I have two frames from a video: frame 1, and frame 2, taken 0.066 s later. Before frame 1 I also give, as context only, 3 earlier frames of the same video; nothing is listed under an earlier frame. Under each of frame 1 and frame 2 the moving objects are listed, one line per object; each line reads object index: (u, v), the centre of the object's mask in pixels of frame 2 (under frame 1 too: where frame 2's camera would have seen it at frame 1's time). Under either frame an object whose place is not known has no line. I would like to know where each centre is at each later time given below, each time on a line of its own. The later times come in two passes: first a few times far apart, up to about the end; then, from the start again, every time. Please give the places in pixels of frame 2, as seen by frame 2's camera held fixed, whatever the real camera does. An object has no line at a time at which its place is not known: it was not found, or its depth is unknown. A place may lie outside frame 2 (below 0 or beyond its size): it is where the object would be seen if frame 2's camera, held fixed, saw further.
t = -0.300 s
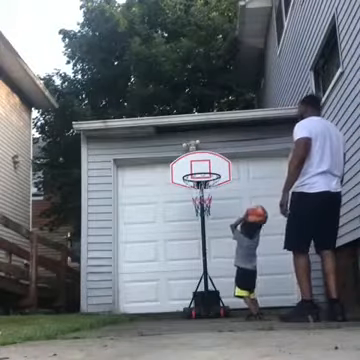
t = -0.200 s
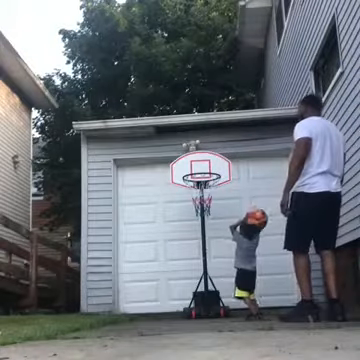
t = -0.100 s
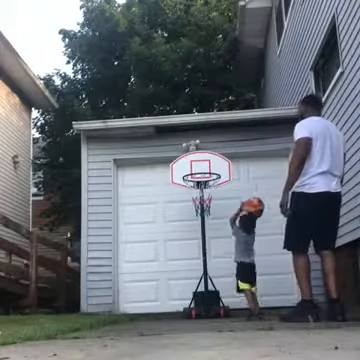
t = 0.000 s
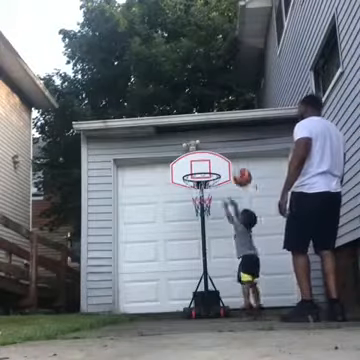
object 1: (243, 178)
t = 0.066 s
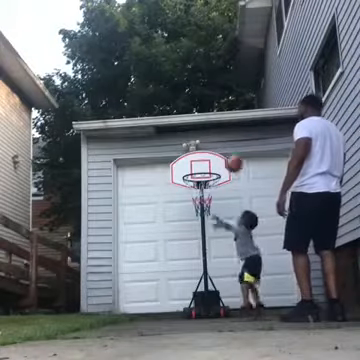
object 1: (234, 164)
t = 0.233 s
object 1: (213, 150)
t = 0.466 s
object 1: (191, 169)
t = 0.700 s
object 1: (188, 167)
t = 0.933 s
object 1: (188, 169)
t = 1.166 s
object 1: (197, 180)
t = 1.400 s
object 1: (211, 233)
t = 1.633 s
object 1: (219, 294)
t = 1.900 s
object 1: (222, 228)
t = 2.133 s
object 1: (227, 223)
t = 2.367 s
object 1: (235, 271)
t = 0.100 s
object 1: (229, 159)
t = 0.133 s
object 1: (224, 157)
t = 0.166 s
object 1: (220, 155)
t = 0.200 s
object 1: (217, 151)
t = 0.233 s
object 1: (213, 150)
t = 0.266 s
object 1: (209, 150)
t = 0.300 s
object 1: (206, 150)
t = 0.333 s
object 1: (203, 152)
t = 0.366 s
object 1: (200, 155)
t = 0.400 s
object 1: (197, 159)
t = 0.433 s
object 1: (194, 164)
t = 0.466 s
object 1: (191, 169)
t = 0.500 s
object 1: (190, 170)
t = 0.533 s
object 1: (189, 169)
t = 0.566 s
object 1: (189, 167)
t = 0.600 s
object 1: (189, 167)
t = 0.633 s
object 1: (188, 166)
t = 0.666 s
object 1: (188, 166)
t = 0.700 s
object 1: (188, 167)
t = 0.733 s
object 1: (188, 168)
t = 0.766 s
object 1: (188, 170)
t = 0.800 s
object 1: (188, 169)
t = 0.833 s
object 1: (188, 169)
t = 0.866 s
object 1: (188, 168)
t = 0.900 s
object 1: (188, 169)
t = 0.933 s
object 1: (188, 169)
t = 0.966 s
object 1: (188, 169)
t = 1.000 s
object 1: (190, 170)
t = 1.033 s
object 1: (191, 170)
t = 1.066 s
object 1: (192, 171)
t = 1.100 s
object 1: (193, 174)
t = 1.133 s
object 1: (196, 175)
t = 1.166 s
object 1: (197, 180)
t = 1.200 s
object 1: (199, 186)
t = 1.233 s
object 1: (200, 191)
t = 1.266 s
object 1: (202, 200)
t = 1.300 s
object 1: (204, 205)
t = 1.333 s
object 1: (205, 208)
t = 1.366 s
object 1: (207, 209)
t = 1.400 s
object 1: (211, 233)
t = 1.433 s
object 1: (212, 245)
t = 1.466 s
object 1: (213, 257)
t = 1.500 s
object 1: (215, 271)
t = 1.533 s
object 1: (216, 283)
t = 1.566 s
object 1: (218, 301)
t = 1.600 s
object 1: (218, 308)
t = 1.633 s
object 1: (219, 294)
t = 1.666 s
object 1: (219, 282)
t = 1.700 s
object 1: (220, 271)
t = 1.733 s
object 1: (220, 262)
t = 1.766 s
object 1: (220, 253)
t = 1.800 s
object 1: (220, 246)
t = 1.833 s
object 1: (221, 238)
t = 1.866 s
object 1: (221, 233)
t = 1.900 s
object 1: (222, 228)
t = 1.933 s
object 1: (223, 224)
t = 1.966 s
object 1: (223, 222)
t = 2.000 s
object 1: (224, 220)
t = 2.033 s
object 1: (225, 219)
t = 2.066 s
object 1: (225, 219)
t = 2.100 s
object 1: (226, 221)
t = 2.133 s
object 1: (227, 223)
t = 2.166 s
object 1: (228, 227)
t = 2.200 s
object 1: (229, 231)
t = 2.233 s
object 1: (231, 237)
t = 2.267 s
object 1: (232, 244)
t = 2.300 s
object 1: (233, 252)
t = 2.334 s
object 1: (234, 262)
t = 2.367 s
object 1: (235, 271)
